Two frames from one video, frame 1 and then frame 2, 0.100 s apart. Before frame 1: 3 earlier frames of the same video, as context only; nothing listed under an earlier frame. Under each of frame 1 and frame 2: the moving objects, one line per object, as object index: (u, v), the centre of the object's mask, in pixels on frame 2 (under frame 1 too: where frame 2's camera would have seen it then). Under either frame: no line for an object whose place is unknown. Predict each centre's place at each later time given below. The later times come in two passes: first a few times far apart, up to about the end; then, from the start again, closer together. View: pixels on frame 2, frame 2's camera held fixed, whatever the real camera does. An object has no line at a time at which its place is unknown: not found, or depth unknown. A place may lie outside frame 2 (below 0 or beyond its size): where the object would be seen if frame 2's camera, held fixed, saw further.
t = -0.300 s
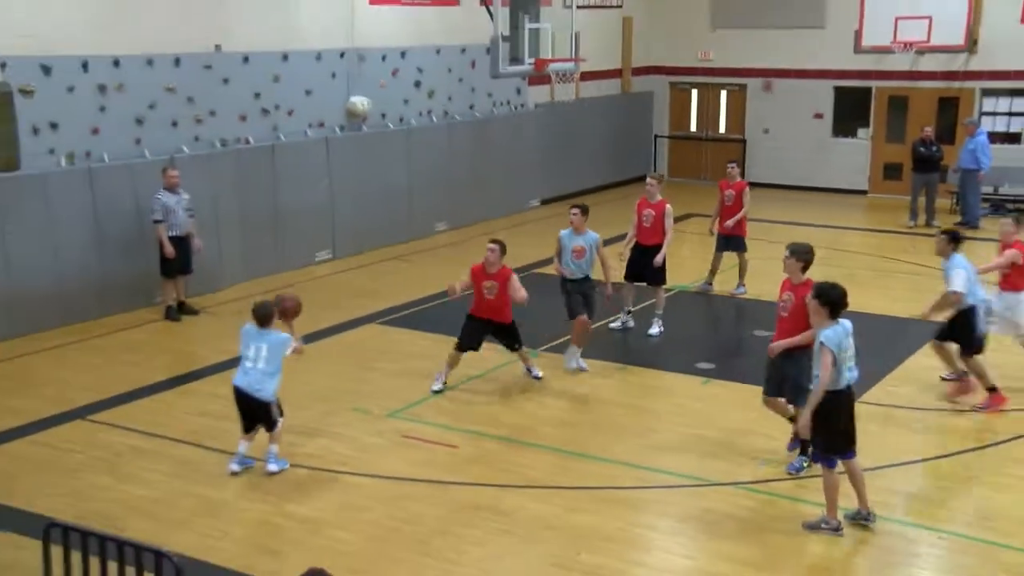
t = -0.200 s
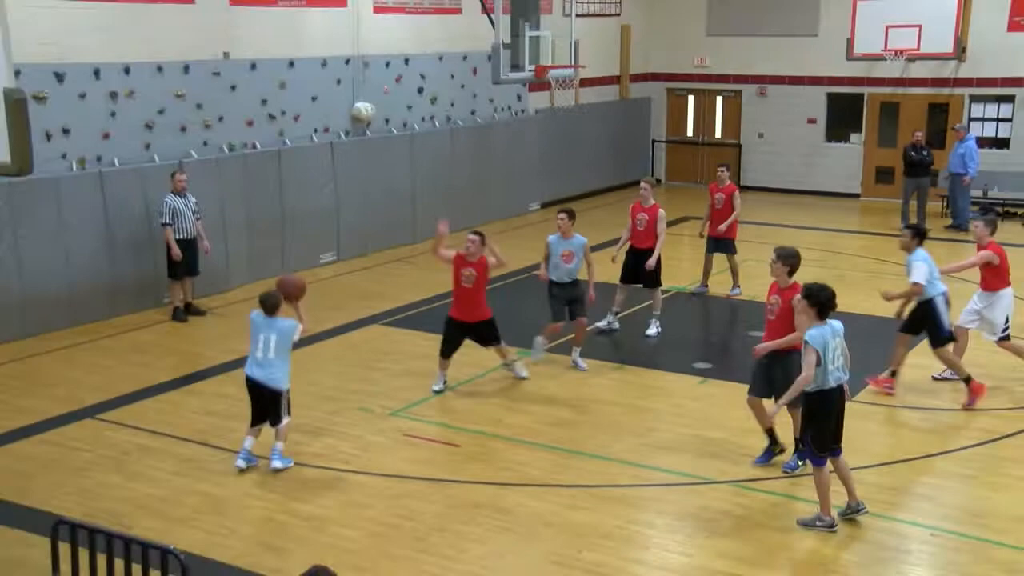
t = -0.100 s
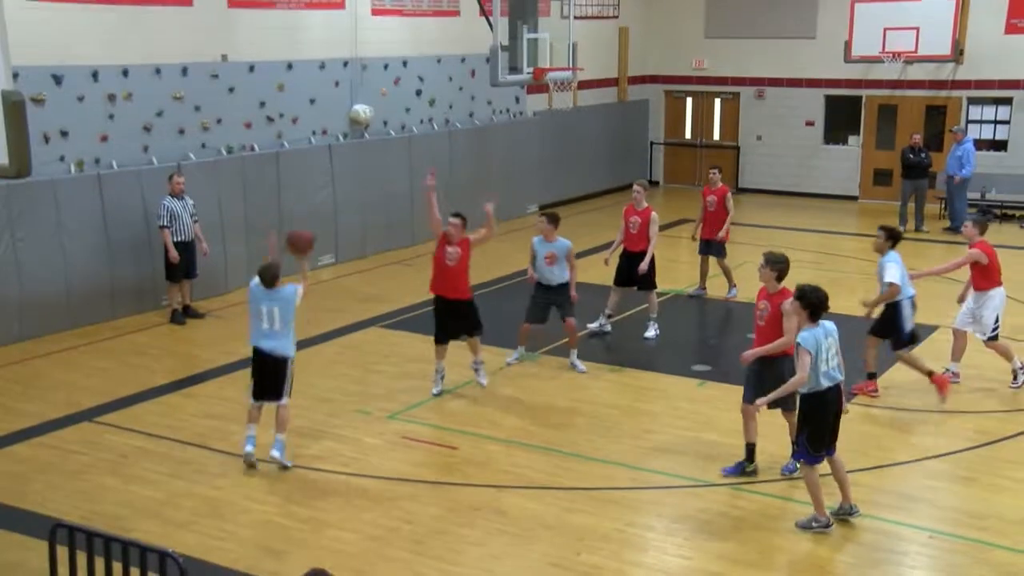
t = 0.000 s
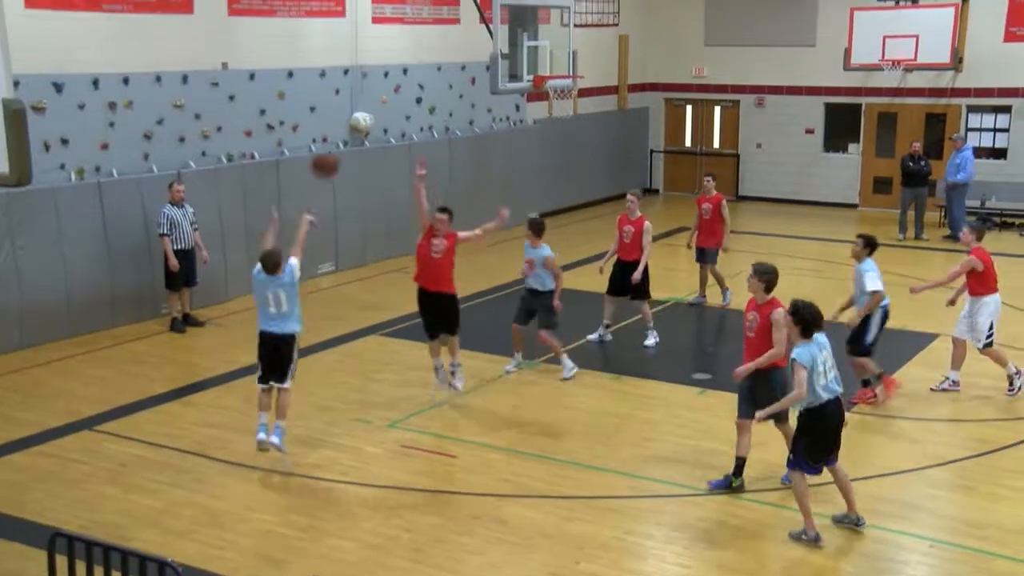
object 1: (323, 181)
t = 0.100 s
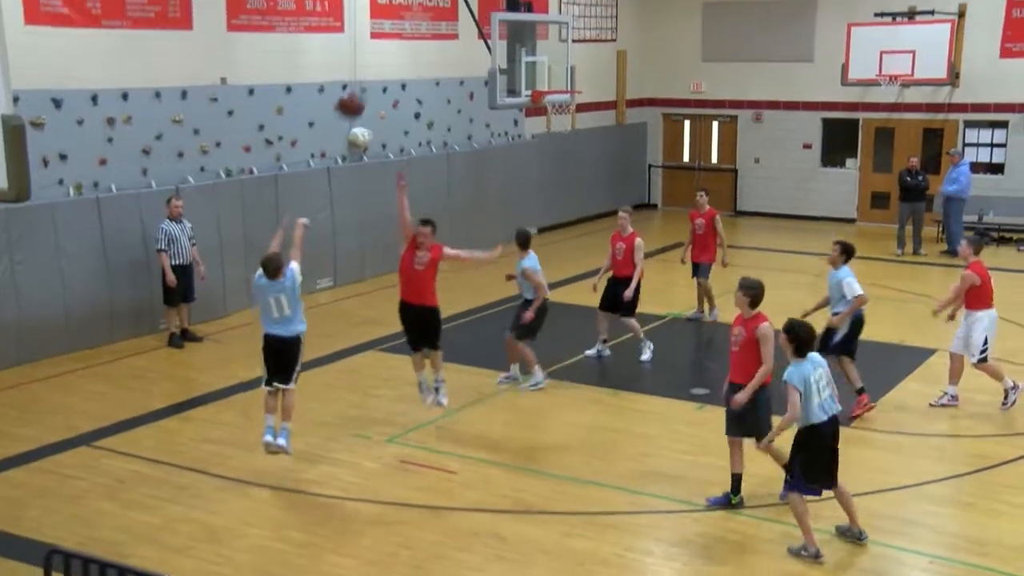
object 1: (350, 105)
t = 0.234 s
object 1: (384, 31)
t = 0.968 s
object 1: (524, 0)
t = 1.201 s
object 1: (556, 82)
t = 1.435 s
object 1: (578, 137)
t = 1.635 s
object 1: (592, 193)
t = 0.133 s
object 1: (359, 84)
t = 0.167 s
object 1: (368, 64)
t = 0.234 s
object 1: (384, 31)
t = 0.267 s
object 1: (391, 16)
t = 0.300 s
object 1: (400, 3)
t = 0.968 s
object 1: (524, 0)
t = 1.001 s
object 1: (529, 9)
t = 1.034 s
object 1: (534, 18)
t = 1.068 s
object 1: (539, 31)
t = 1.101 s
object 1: (543, 41)
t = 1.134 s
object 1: (547, 55)
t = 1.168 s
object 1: (552, 68)
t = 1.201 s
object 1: (556, 82)
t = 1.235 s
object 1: (558, 97)
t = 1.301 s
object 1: (566, 114)
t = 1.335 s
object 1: (569, 119)
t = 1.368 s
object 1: (572, 124)
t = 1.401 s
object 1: (574, 130)
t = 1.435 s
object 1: (578, 137)
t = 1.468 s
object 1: (580, 143)
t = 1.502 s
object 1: (582, 153)
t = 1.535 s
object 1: (584, 162)
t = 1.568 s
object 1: (588, 170)
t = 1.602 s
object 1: (590, 181)
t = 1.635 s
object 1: (592, 193)
